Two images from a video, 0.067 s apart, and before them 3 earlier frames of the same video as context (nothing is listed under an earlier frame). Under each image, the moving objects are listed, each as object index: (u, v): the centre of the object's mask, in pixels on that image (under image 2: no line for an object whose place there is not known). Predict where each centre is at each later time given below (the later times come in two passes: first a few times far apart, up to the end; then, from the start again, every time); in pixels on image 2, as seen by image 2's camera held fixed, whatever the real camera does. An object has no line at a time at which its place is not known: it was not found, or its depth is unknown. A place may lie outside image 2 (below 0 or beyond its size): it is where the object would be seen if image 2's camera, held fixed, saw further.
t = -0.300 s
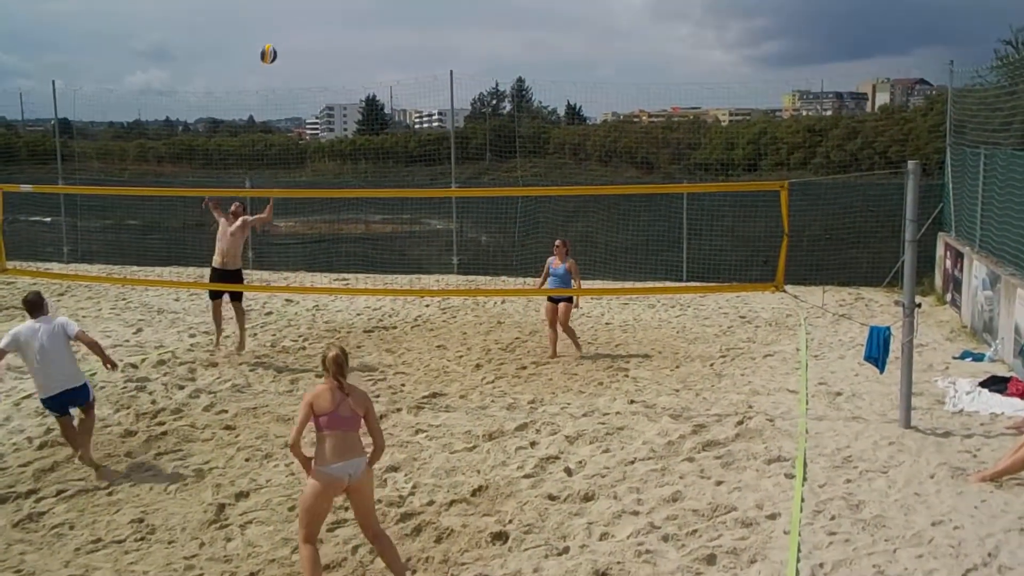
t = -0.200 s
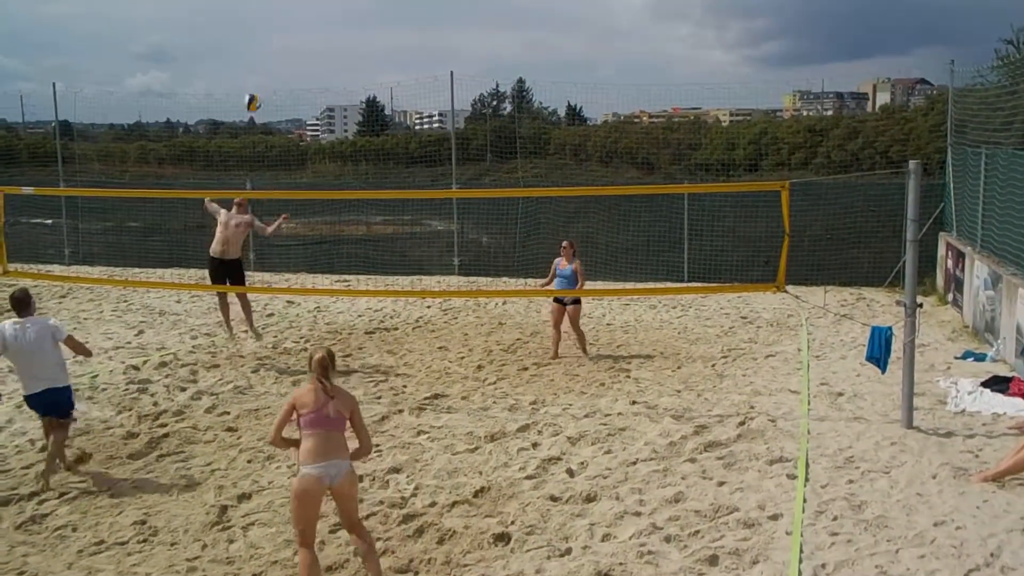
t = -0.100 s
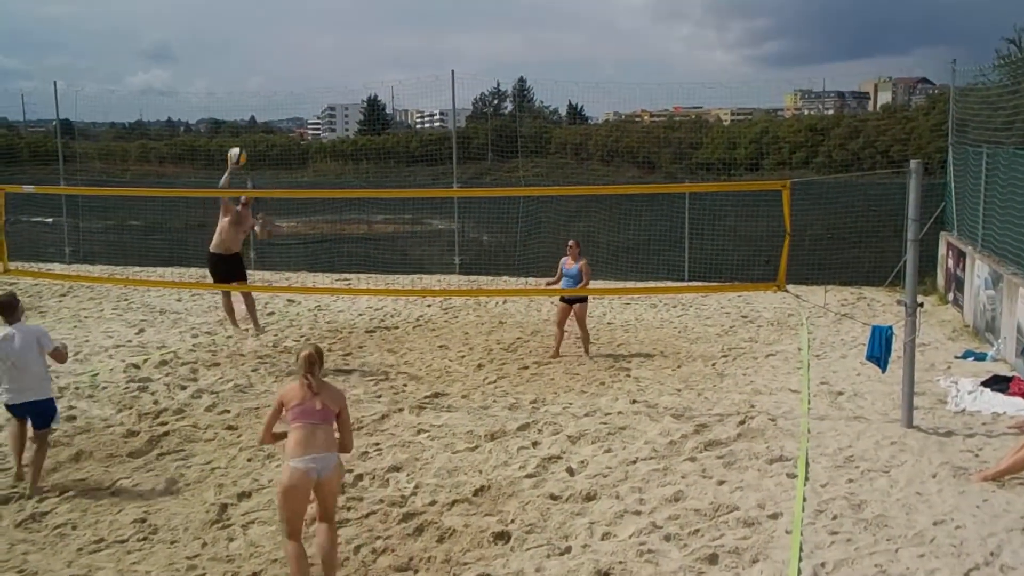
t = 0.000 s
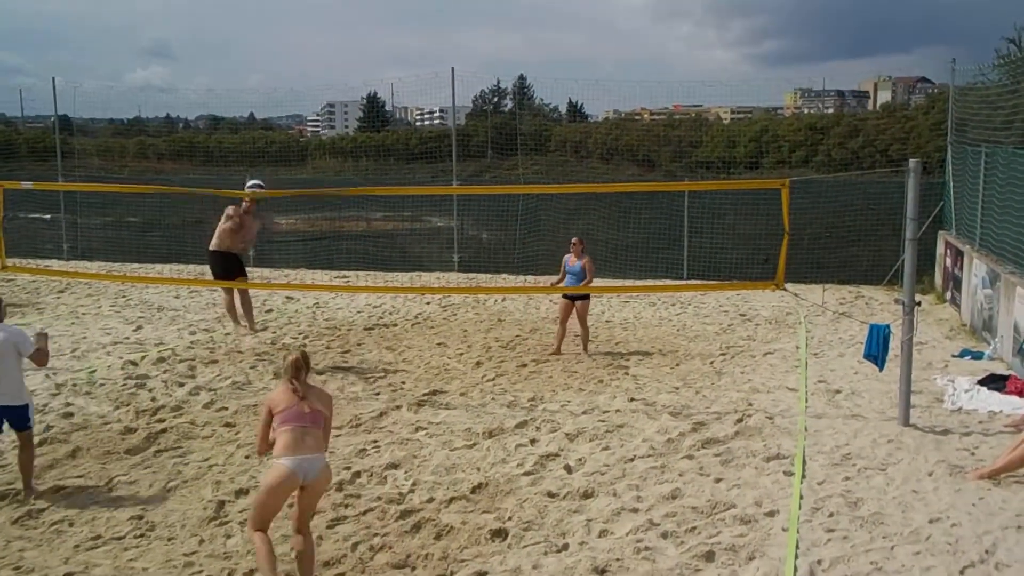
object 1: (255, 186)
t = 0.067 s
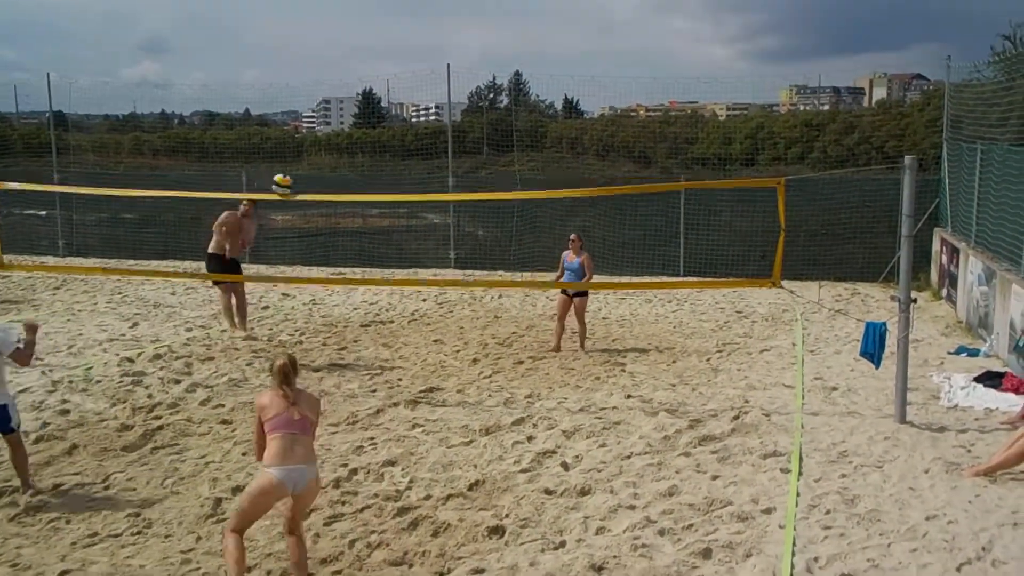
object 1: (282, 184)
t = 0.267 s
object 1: (381, 170)
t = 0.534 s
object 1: (521, 219)
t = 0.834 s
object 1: (679, 370)
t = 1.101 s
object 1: (754, 385)
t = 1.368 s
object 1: (803, 392)
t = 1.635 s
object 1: (847, 436)
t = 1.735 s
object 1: (856, 439)
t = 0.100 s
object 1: (298, 179)
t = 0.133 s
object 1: (316, 175)
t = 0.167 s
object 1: (332, 171)
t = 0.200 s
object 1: (347, 170)
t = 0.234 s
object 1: (365, 170)
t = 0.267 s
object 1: (381, 170)
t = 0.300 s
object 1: (399, 172)
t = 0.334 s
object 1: (417, 175)
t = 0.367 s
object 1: (433, 179)
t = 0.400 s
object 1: (451, 184)
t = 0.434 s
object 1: (468, 191)
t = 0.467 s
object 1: (486, 200)
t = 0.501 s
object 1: (504, 209)
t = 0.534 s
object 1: (521, 219)
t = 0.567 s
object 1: (540, 230)
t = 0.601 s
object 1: (557, 244)
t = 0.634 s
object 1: (574, 258)
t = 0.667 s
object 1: (593, 273)
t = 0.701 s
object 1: (610, 290)
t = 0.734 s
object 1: (627, 308)
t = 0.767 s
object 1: (646, 325)
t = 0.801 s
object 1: (662, 347)
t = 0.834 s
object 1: (679, 370)
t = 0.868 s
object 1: (696, 394)
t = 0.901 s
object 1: (714, 418)
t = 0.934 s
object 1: (723, 418)
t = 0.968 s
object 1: (730, 408)
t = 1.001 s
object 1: (734, 402)
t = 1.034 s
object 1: (742, 394)
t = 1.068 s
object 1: (747, 390)
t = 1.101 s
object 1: (754, 385)
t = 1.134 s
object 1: (759, 382)
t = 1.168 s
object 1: (766, 378)
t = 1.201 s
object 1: (773, 378)
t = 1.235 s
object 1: (778, 379)
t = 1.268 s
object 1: (785, 380)
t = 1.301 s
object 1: (791, 382)
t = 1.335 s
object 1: (797, 387)
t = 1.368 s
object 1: (803, 392)
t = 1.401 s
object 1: (809, 398)
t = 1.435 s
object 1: (815, 405)
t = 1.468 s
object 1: (822, 415)
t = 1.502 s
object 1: (828, 424)
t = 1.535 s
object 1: (834, 437)
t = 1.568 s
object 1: (838, 437)
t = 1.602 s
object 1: (841, 437)
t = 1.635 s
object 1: (847, 436)
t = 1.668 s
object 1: (849, 436)
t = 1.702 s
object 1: (853, 437)
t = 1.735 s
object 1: (856, 439)
